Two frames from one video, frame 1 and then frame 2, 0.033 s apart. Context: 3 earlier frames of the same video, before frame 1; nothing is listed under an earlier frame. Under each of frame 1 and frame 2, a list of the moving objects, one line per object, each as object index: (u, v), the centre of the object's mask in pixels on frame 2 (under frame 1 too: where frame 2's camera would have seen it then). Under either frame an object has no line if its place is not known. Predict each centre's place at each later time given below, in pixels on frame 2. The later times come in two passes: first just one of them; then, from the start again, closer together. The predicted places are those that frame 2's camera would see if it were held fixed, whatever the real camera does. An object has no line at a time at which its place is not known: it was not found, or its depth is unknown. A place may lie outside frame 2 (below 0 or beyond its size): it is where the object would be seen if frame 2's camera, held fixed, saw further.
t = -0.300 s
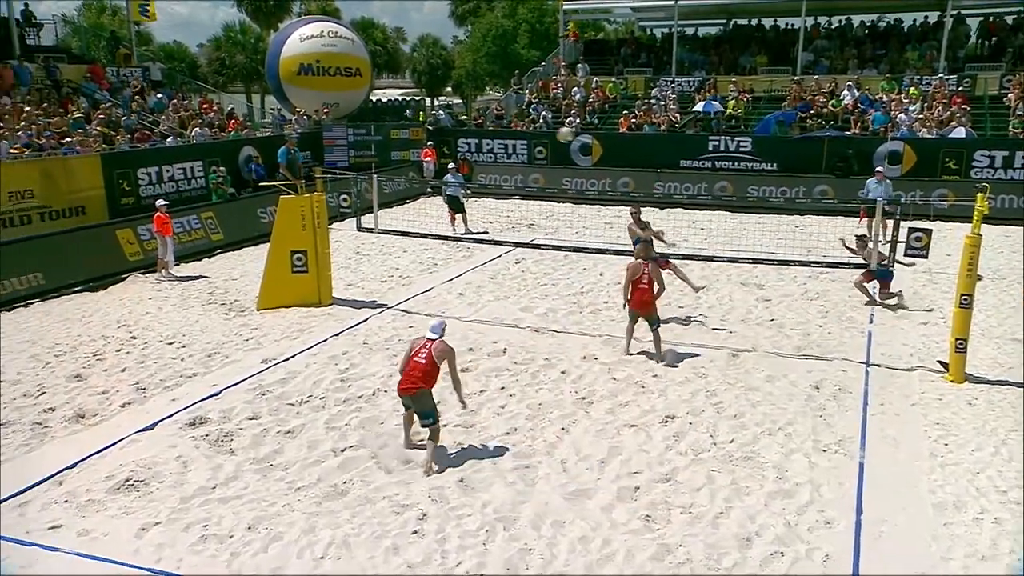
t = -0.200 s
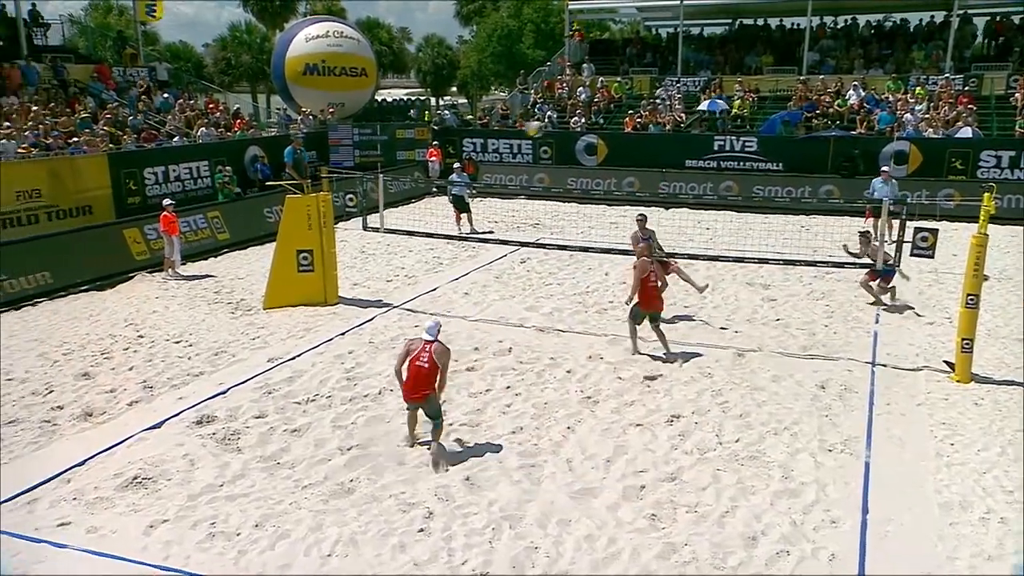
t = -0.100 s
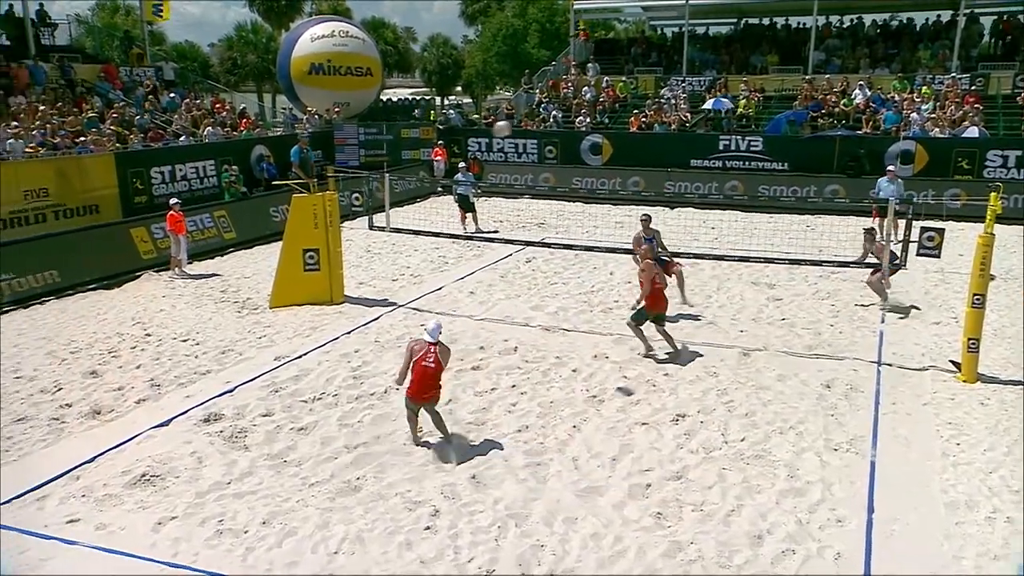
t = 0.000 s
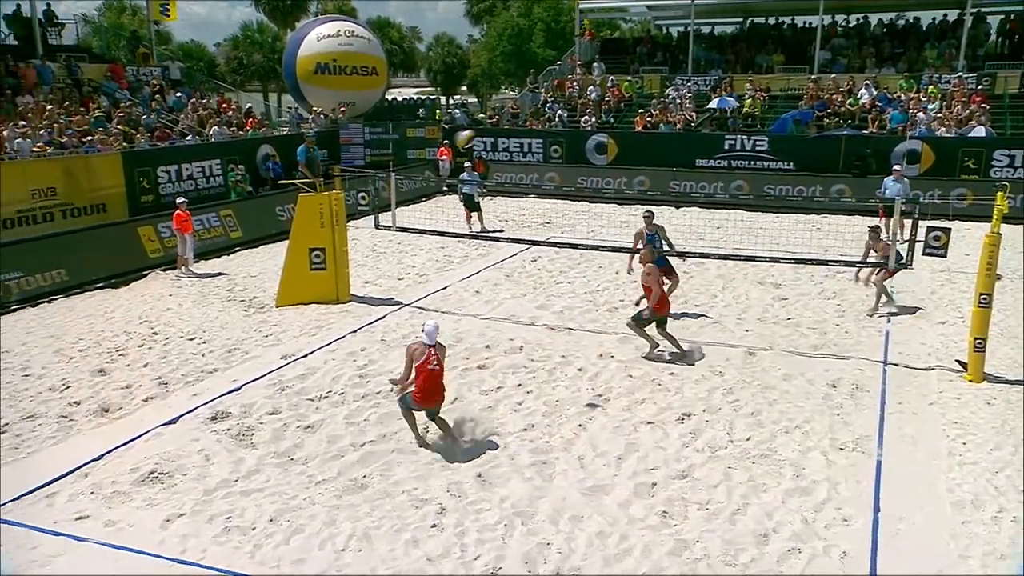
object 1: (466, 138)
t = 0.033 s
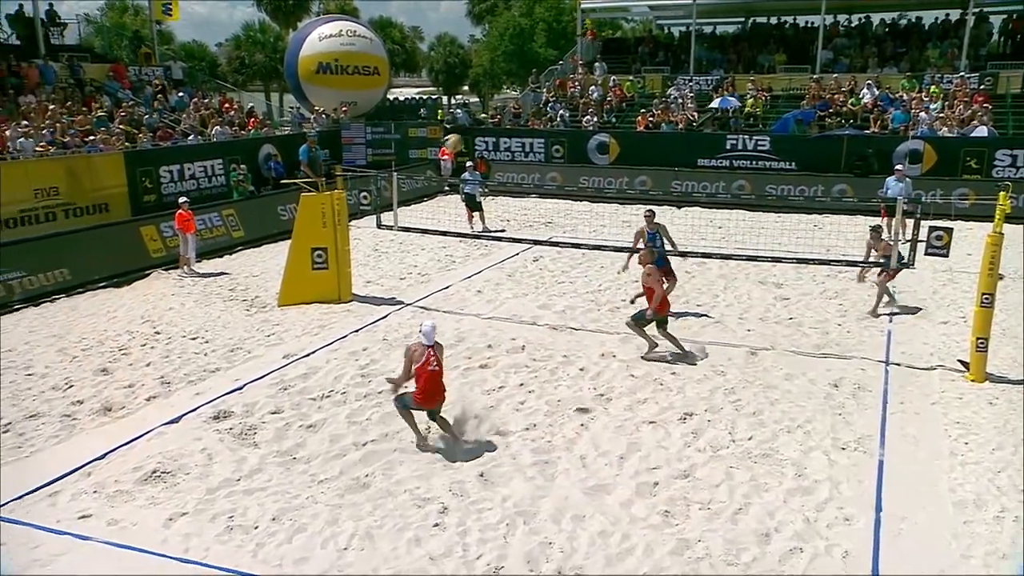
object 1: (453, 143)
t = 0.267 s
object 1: (343, 210)
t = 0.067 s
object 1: (436, 149)
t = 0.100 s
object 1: (423, 156)
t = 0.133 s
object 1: (408, 165)
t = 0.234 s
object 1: (358, 196)
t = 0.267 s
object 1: (343, 210)
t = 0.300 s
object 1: (325, 224)
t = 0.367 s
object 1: (291, 257)
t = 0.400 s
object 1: (272, 273)
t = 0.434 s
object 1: (254, 293)
